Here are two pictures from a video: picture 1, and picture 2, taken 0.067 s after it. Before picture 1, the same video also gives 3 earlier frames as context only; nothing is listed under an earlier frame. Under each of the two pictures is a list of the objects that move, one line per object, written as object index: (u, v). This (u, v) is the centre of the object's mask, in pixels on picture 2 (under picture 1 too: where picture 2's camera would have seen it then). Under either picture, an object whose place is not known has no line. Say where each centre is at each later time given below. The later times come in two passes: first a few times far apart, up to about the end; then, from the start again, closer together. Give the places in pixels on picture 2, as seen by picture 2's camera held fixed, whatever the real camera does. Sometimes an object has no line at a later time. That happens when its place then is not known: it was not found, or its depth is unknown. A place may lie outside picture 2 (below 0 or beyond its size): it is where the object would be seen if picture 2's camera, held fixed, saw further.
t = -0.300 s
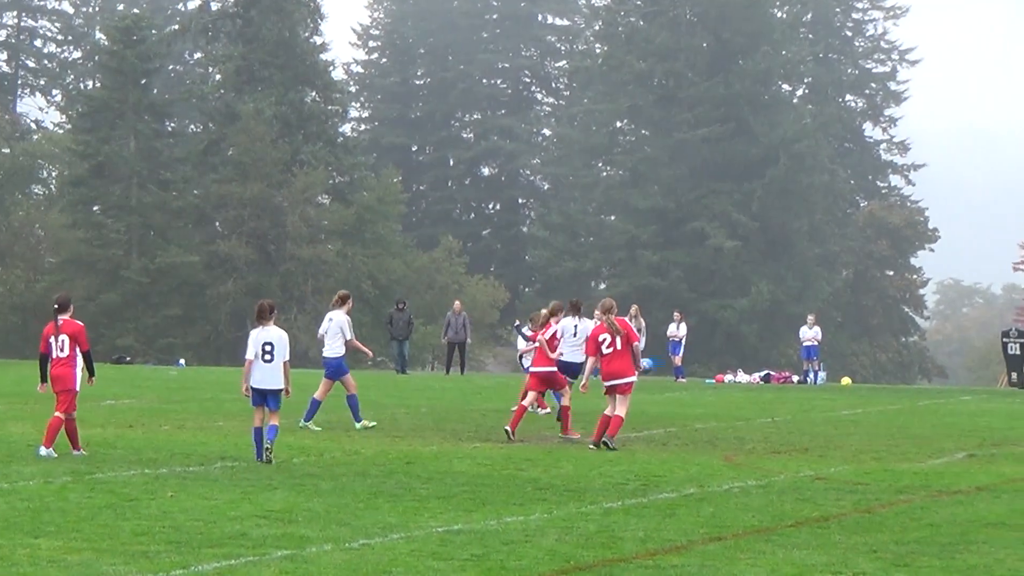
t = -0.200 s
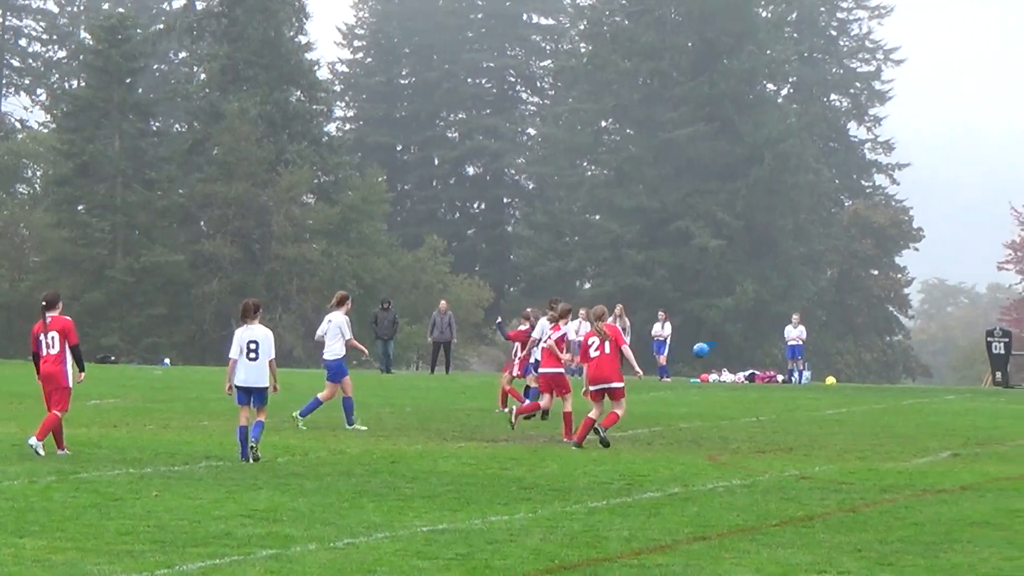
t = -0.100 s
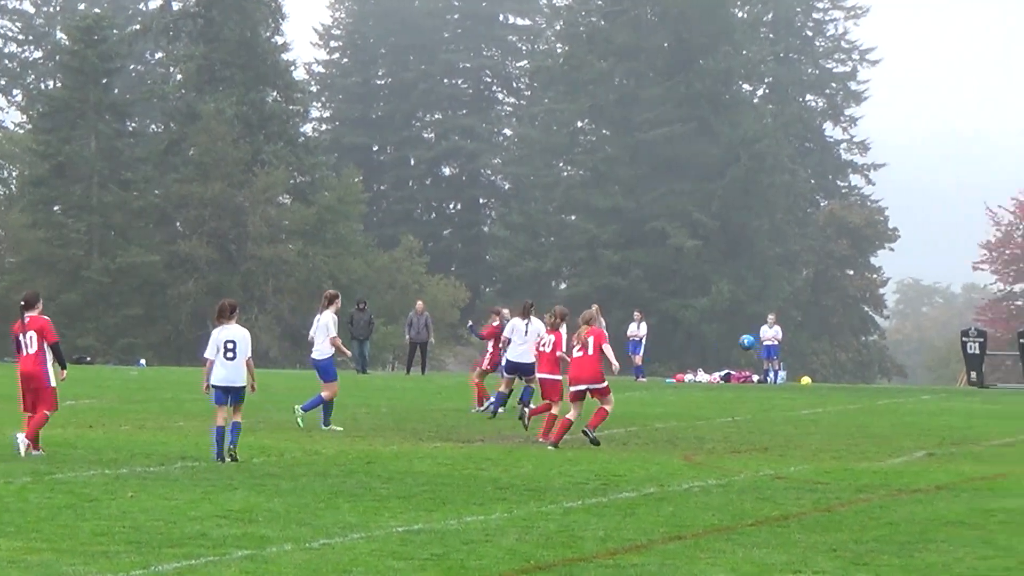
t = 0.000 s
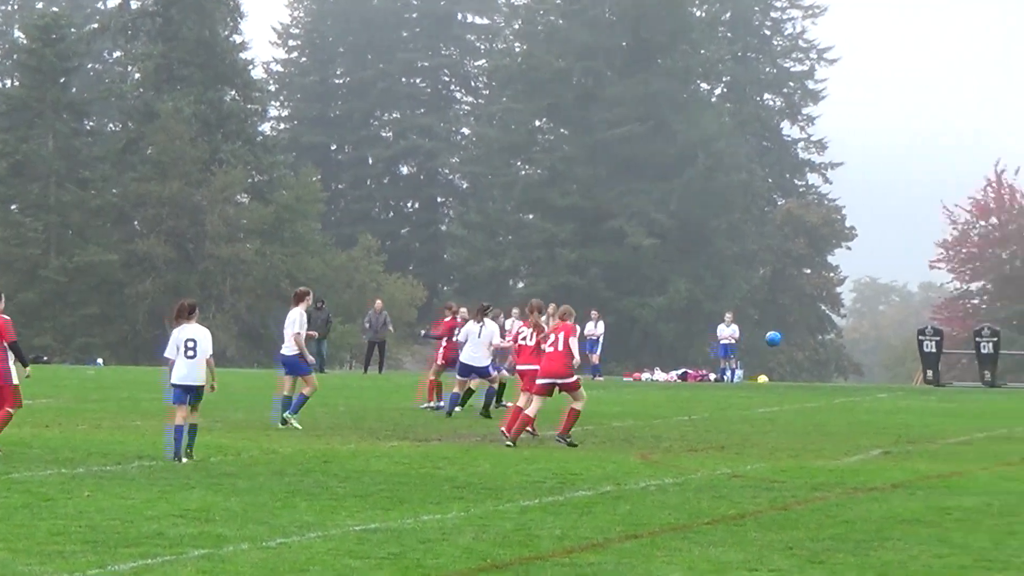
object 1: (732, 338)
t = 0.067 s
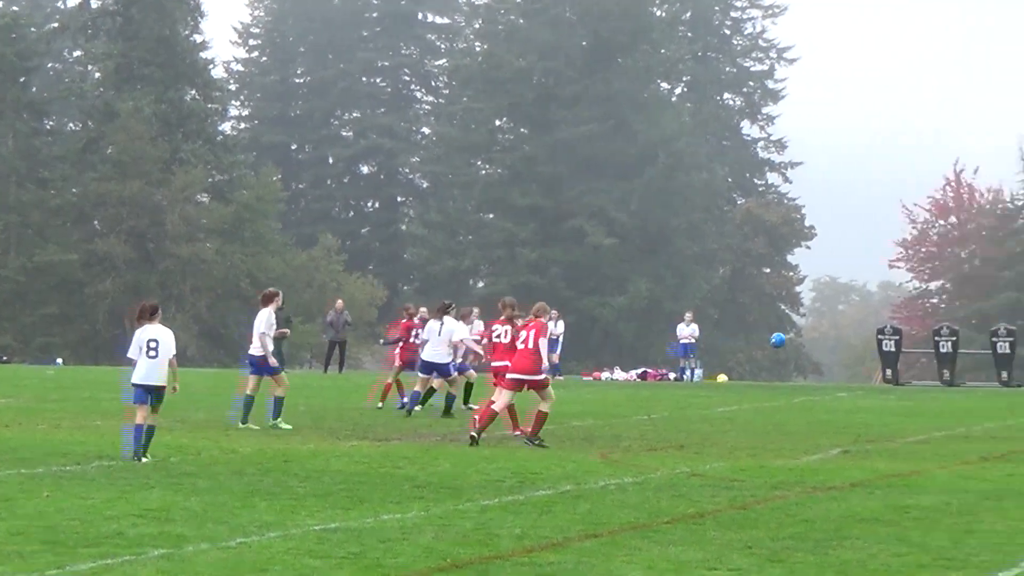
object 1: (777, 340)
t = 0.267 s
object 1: (917, 365)
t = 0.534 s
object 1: (1097, 420)
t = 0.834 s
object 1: (1240, 381)
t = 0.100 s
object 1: (801, 342)
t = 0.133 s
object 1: (824, 345)
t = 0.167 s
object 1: (847, 349)
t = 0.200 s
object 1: (871, 353)
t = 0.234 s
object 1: (894, 358)
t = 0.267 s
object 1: (917, 365)
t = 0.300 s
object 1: (941, 373)
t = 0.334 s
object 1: (965, 381)
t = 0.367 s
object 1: (988, 389)
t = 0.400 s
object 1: (1012, 398)
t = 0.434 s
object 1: (1035, 408)
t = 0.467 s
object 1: (1059, 419)
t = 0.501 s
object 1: (1081, 427)
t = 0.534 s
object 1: (1097, 420)
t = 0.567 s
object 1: (1112, 413)
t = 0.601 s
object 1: (1128, 406)
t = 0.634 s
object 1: (1144, 400)
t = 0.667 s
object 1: (1160, 395)
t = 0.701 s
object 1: (1176, 390)
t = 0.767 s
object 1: (1207, 384)
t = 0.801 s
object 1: (1223, 382)
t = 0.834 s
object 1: (1240, 381)
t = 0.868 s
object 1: (1256, 381)
